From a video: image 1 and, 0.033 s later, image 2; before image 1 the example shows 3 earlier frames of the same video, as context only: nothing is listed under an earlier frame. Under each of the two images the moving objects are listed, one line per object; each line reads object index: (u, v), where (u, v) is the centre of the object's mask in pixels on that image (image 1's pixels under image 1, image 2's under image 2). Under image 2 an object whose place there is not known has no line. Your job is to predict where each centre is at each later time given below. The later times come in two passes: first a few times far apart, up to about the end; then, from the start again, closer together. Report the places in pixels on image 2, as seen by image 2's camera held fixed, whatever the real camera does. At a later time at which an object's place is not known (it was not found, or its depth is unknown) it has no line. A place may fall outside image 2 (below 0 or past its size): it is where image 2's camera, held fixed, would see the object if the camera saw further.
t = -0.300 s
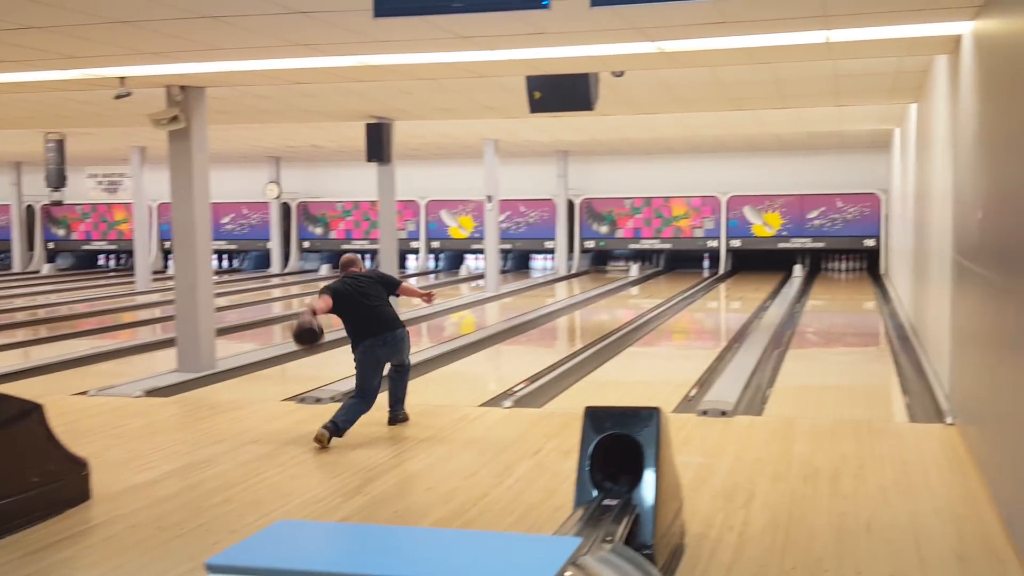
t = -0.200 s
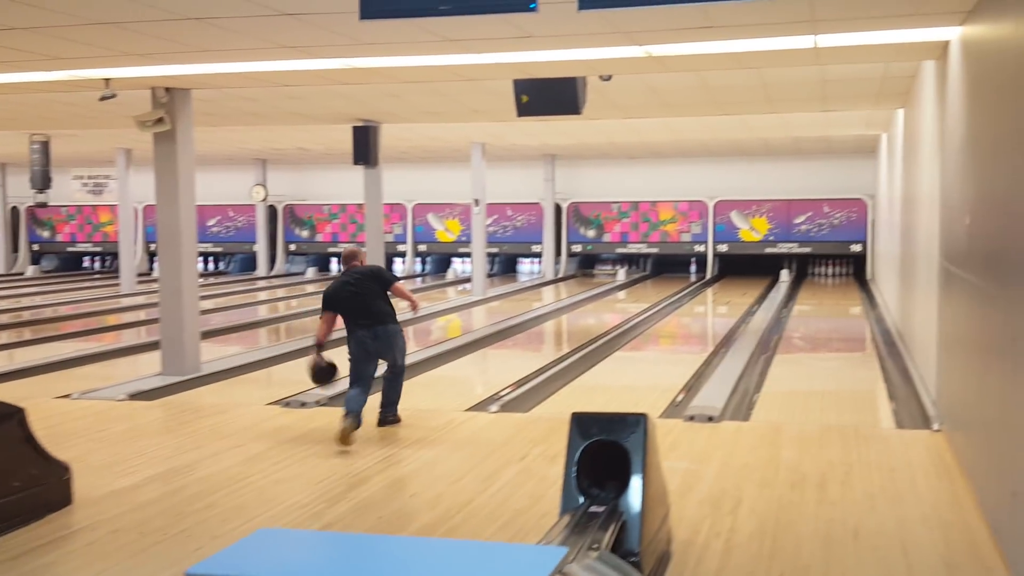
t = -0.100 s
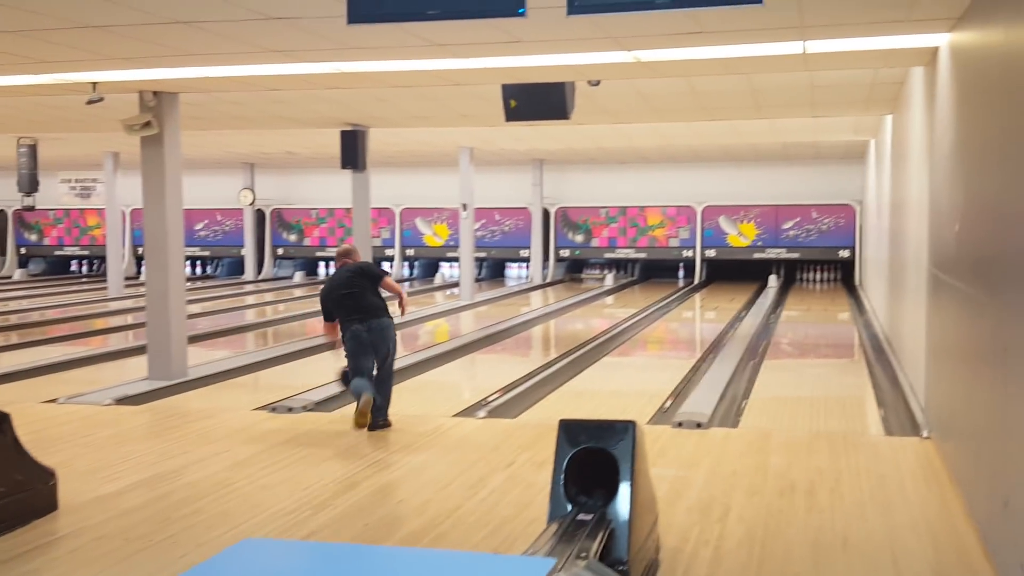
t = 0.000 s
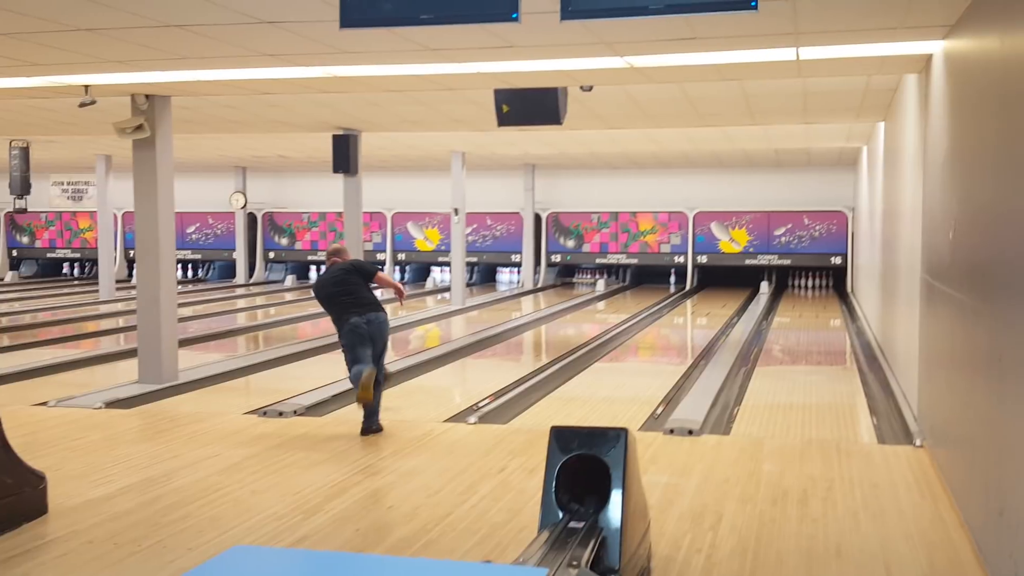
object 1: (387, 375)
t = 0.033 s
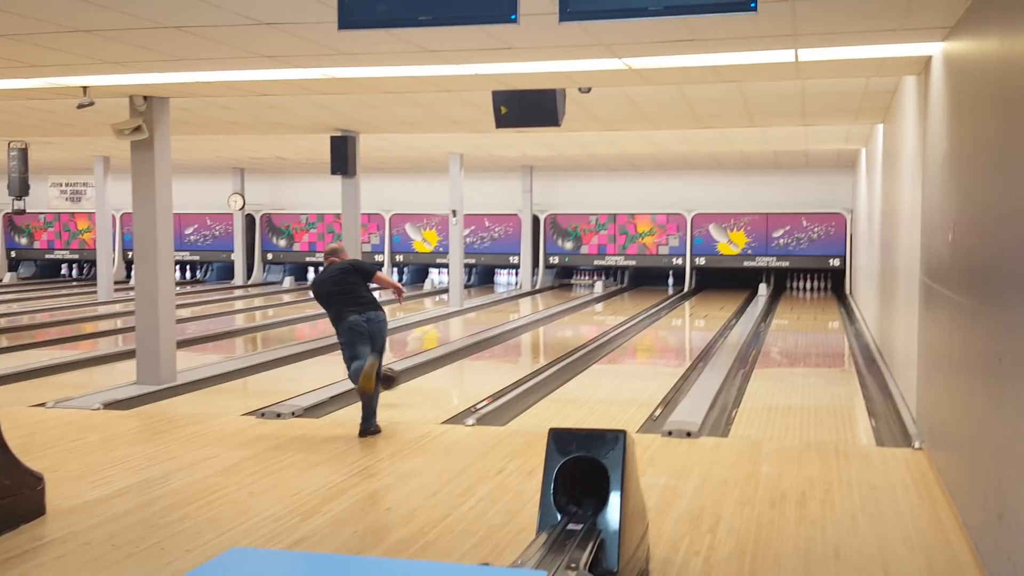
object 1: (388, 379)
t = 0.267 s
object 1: (449, 367)
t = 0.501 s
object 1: (496, 347)
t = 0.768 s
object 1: (535, 330)
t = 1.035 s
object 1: (566, 317)
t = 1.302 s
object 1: (589, 307)
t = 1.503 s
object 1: (604, 301)
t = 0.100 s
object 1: (407, 384)
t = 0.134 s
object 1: (417, 381)
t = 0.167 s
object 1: (426, 377)
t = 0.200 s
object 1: (433, 374)
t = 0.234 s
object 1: (442, 370)
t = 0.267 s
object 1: (449, 367)
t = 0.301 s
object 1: (457, 364)
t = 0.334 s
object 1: (465, 361)
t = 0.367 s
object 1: (472, 358)
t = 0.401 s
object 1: (478, 355)
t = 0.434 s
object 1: (484, 352)
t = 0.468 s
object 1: (490, 349)
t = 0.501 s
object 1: (496, 347)
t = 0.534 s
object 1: (502, 345)
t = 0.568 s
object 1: (507, 343)
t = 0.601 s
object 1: (512, 341)
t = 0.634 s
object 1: (518, 339)
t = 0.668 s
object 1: (522, 337)
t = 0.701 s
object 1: (527, 334)
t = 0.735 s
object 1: (531, 332)
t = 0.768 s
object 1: (535, 330)
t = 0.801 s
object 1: (540, 328)
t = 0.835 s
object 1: (544, 327)
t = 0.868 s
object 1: (548, 325)
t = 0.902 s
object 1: (552, 324)
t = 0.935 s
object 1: (555, 322)
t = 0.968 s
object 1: (559, 320)
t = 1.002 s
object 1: (562, 319)
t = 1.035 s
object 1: (566, 317)
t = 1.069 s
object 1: (569, 316)
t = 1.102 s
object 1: (572, 315)
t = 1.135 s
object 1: (575, 313)
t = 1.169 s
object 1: (578, 312)
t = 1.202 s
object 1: (581, 310)
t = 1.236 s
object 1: (585, 309)
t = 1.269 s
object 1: (587, 308)
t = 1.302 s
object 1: (589, 307)
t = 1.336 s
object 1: (592, 306)
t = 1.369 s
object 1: (595, 305)
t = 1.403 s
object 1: (597, 304)
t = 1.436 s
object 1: (600, 303)
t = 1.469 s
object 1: (602, 302)
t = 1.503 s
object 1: (604, 301)
